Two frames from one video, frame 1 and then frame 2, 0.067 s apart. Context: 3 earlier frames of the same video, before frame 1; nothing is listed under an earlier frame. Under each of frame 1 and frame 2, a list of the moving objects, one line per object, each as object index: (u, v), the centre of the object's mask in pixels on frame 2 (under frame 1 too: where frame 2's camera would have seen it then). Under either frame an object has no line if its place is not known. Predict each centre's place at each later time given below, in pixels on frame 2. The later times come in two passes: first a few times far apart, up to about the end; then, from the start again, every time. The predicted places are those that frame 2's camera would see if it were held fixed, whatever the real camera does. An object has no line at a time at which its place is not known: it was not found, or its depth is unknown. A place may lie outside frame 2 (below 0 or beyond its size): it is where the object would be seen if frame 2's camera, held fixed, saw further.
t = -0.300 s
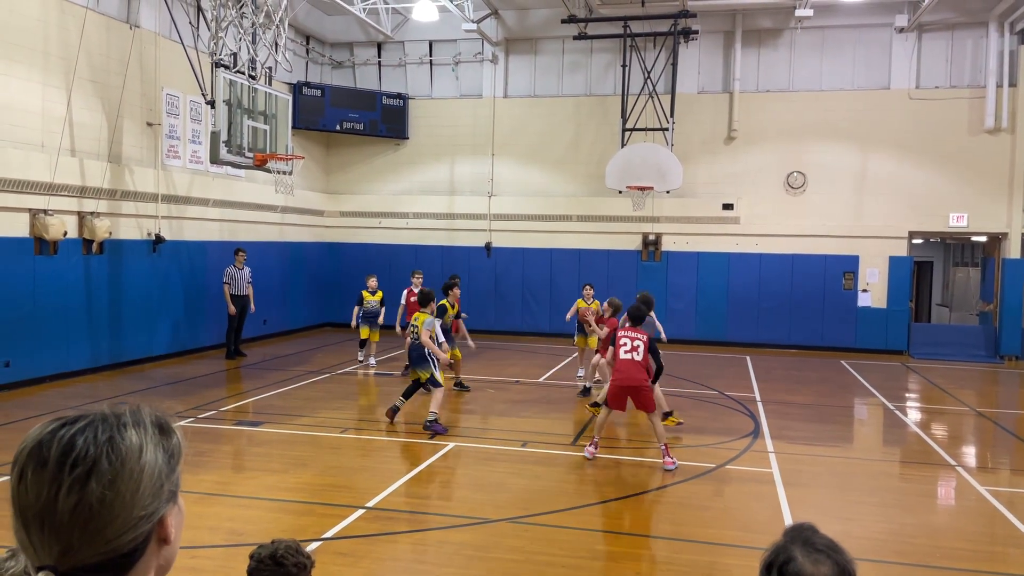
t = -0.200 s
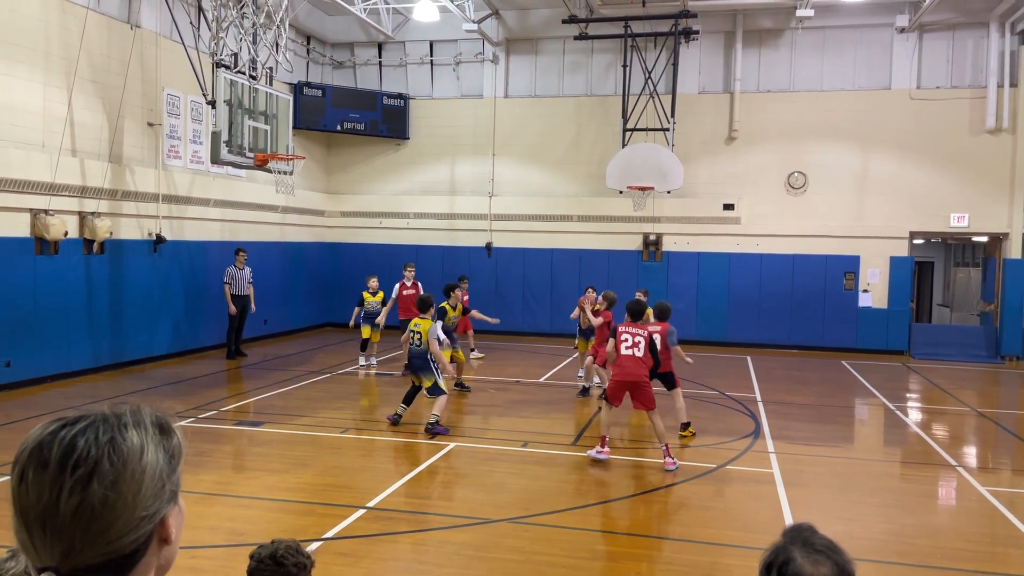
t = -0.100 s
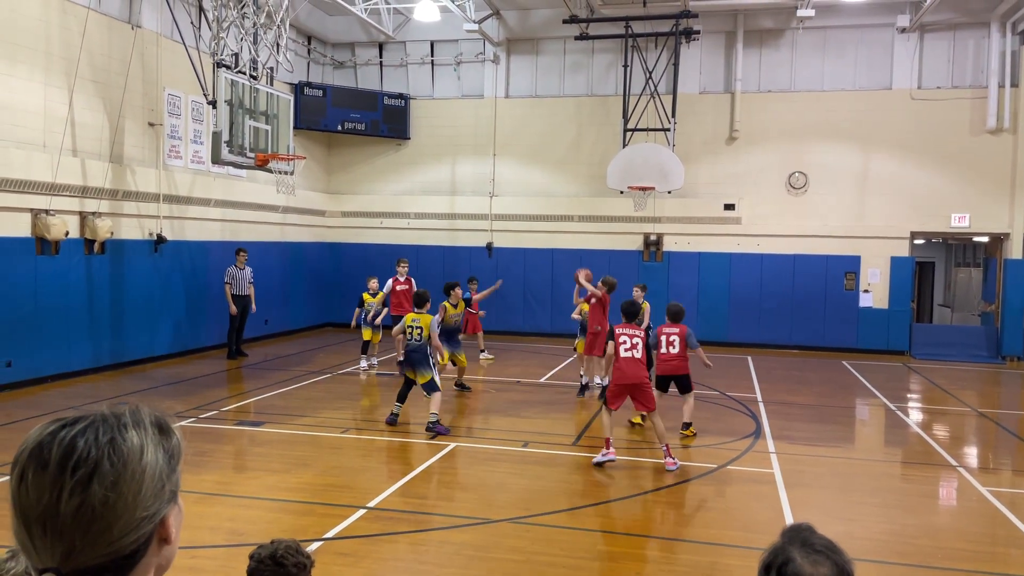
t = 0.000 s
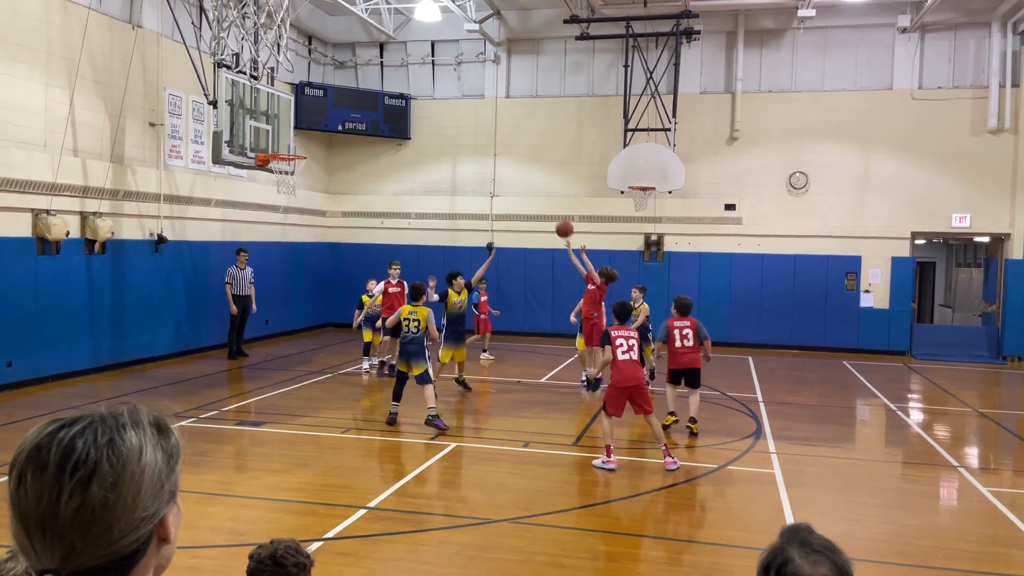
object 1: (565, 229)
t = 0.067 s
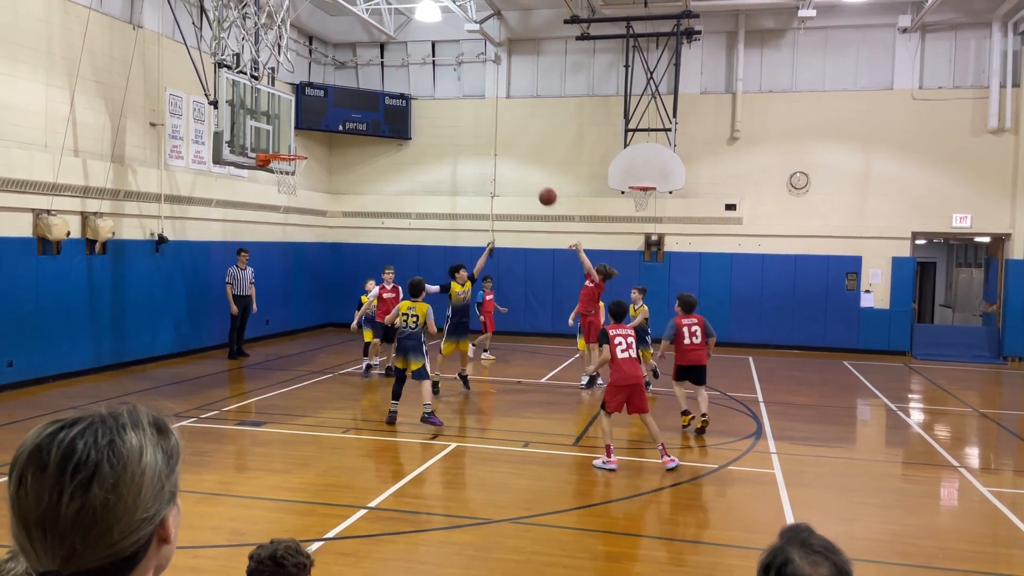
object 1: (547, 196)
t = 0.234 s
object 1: (504, 130)
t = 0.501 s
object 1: (435, 68)
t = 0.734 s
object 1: (373, 59)
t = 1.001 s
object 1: (302, 100)
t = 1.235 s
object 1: (256, 172)
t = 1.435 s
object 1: (281, 233)
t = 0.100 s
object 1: (539, 182)
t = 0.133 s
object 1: (530, 167)
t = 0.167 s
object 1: (521, 154)
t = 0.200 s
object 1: (513, 142)
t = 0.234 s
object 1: (504, 130)
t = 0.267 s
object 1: (496, 120)
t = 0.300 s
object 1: (487, 110)
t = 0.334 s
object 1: (478, 101)
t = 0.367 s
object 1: (470, 92)
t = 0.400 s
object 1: (461, 85)
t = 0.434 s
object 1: (452, 78)
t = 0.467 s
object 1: (444, 73)
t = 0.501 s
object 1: (435, 68)
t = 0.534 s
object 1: (426, 64)
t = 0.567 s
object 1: (418, 61)
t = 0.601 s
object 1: (409, 59)
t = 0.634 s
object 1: (400, 58)
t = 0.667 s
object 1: (391, 57)
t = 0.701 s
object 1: (382, 58)
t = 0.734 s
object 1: (373, 59)
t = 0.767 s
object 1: (365, 61)
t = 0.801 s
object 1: (356, 64)
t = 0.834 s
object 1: (347, 68)
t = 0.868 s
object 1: (338, 72)
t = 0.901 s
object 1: (329, 78)
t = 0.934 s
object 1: (321, 84)
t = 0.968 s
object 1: (311, 91)
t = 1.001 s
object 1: (302, 100)
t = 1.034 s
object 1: (294, 109)
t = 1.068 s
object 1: (285, 119)
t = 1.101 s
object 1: (276, 129)
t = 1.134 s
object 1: (267, 141)
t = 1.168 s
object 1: (258, 153)
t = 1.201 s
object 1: (253, 165)
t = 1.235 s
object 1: (256, 172)
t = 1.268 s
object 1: (260, 180)
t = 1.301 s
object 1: (265, 189)
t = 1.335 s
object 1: (269, 199)
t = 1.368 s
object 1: (273, 209)
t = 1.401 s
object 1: (277, 221)
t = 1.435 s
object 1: (281, 233)
